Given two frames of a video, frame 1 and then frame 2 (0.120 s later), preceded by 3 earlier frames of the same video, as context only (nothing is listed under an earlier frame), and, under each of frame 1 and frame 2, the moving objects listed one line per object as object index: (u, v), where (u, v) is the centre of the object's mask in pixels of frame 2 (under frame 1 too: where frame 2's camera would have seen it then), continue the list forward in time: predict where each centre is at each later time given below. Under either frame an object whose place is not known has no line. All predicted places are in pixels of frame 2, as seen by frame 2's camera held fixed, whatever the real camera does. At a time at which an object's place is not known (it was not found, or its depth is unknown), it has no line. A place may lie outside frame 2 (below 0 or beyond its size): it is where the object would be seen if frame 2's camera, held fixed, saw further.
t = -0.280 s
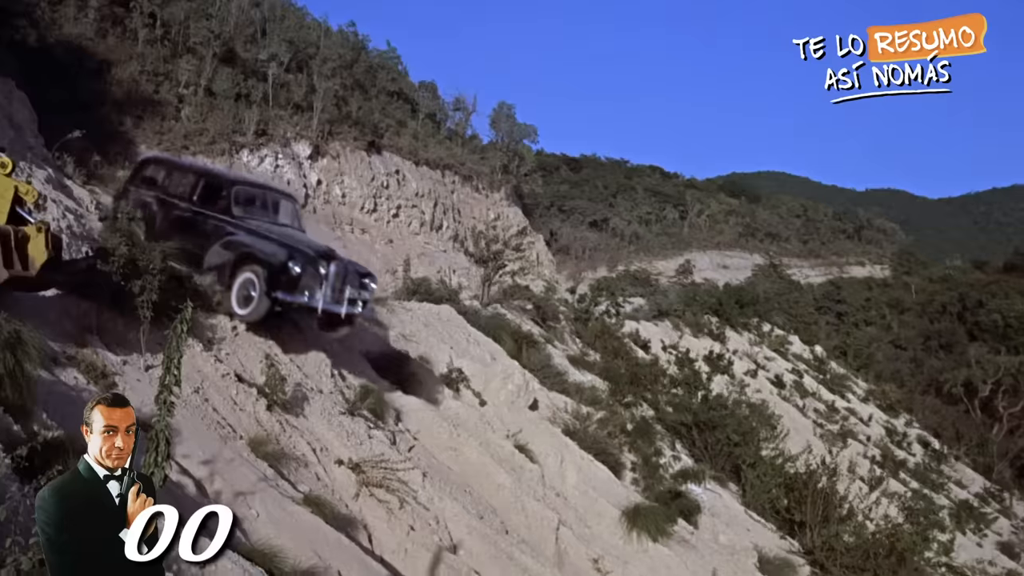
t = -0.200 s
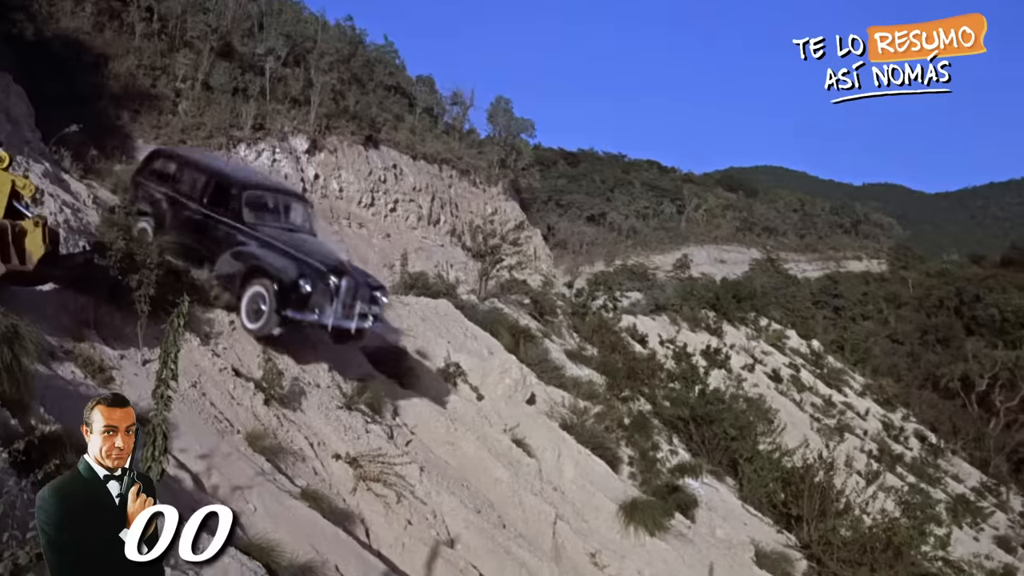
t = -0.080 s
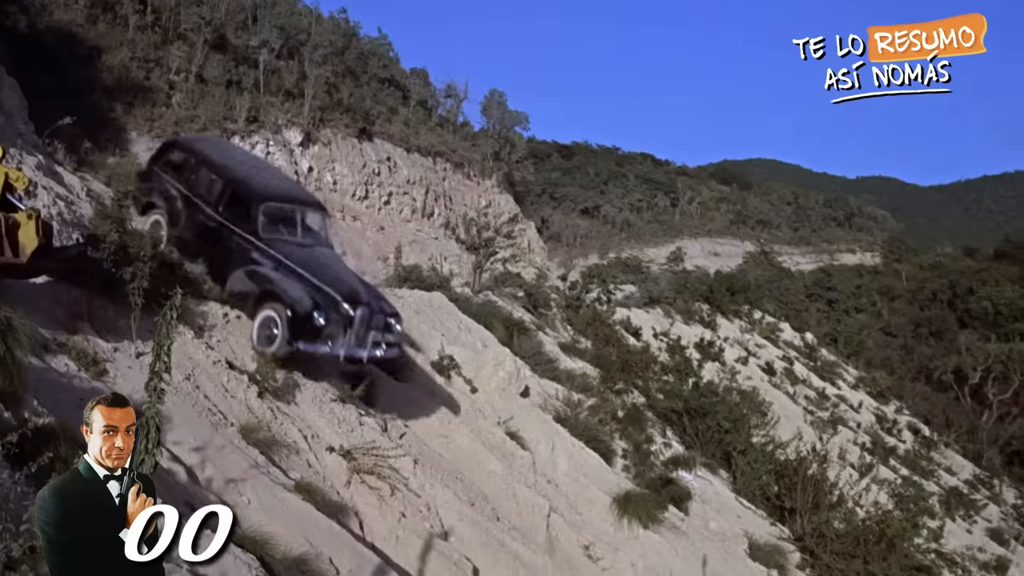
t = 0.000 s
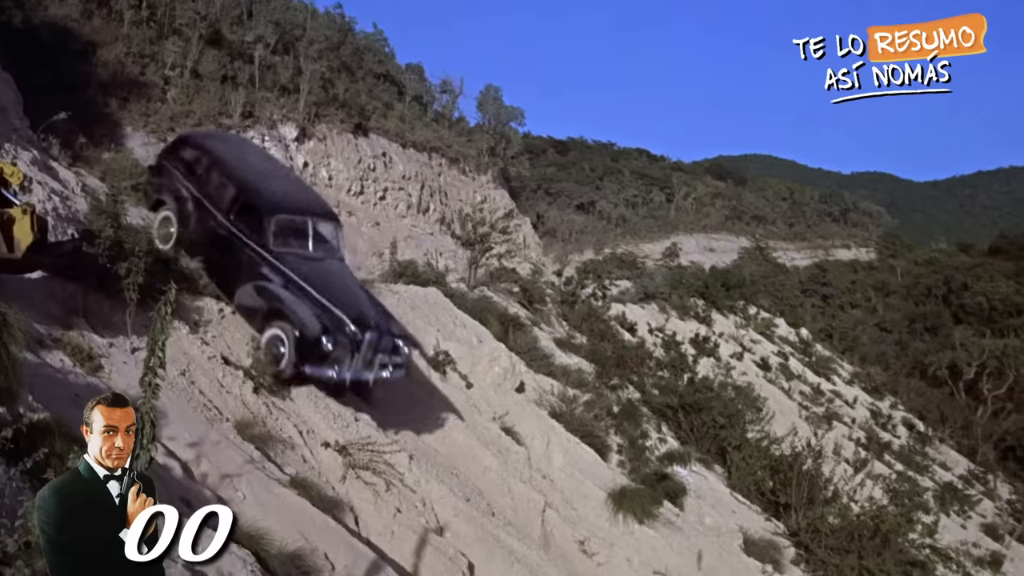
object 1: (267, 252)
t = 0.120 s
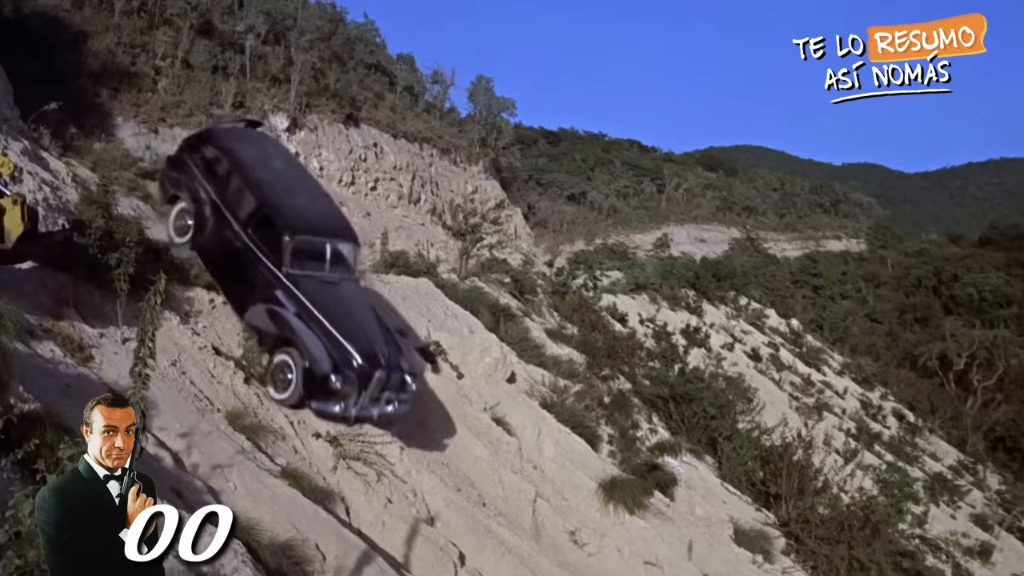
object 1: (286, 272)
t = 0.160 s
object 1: (293, 277)
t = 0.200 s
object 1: (300, 283)
